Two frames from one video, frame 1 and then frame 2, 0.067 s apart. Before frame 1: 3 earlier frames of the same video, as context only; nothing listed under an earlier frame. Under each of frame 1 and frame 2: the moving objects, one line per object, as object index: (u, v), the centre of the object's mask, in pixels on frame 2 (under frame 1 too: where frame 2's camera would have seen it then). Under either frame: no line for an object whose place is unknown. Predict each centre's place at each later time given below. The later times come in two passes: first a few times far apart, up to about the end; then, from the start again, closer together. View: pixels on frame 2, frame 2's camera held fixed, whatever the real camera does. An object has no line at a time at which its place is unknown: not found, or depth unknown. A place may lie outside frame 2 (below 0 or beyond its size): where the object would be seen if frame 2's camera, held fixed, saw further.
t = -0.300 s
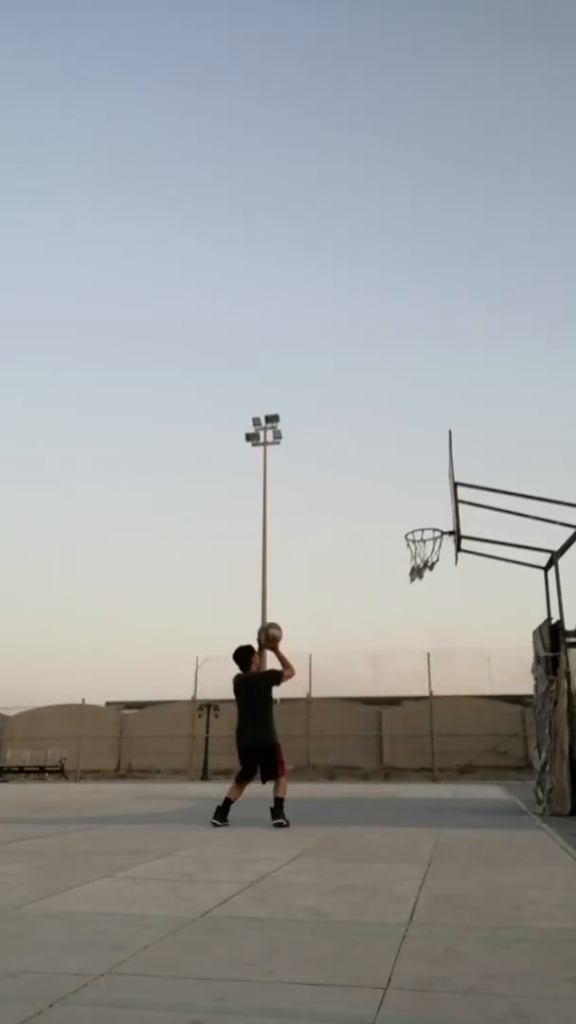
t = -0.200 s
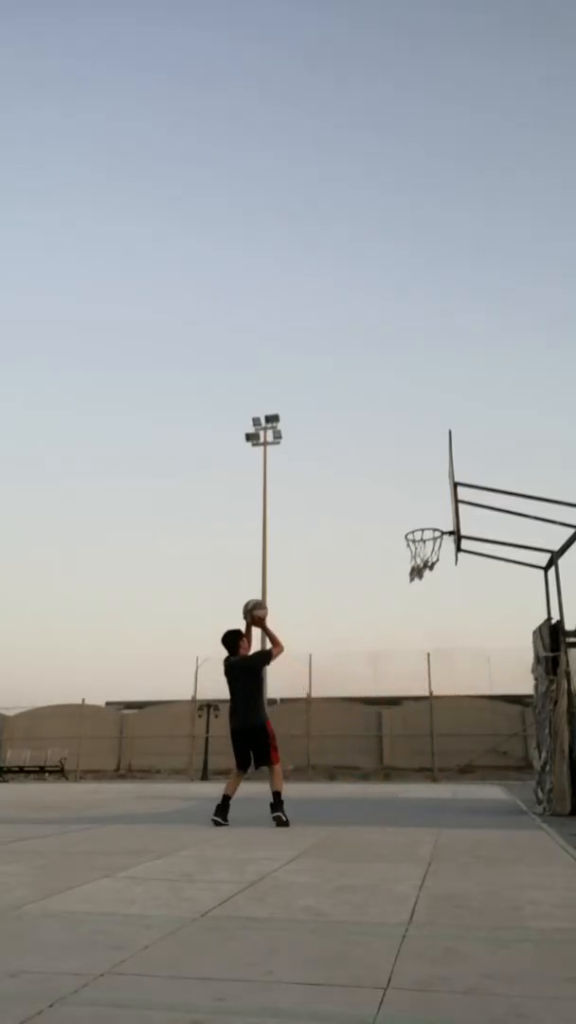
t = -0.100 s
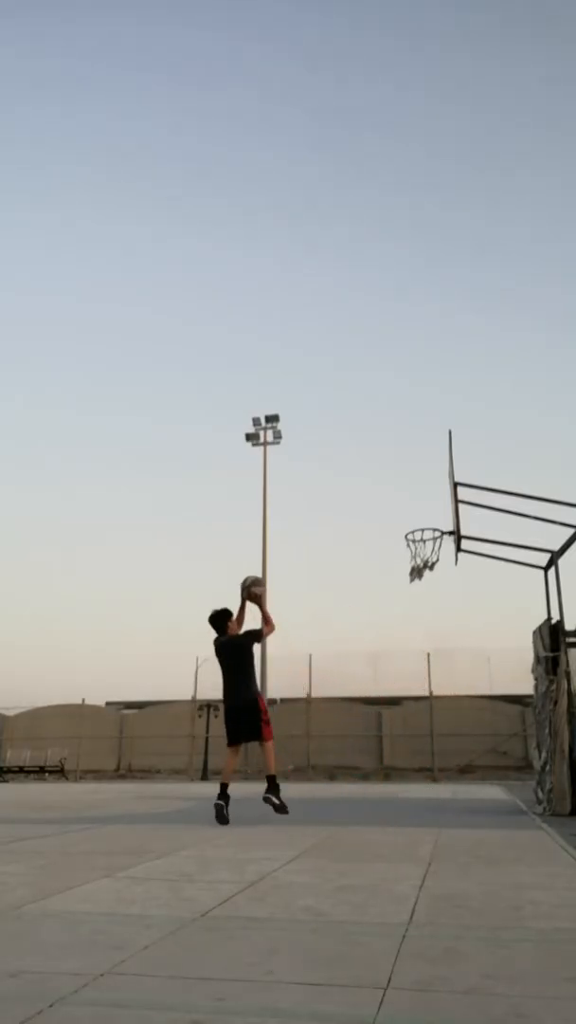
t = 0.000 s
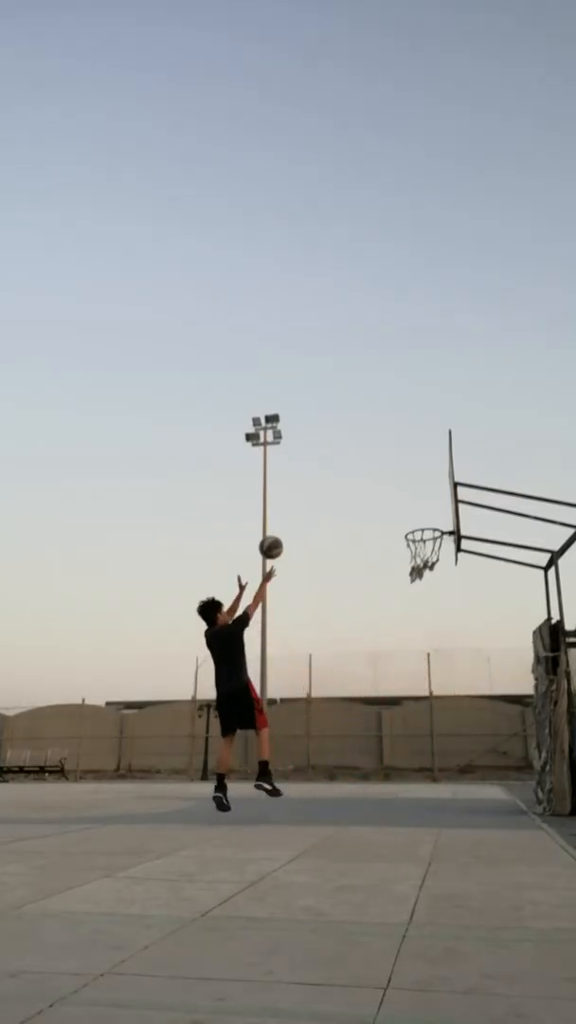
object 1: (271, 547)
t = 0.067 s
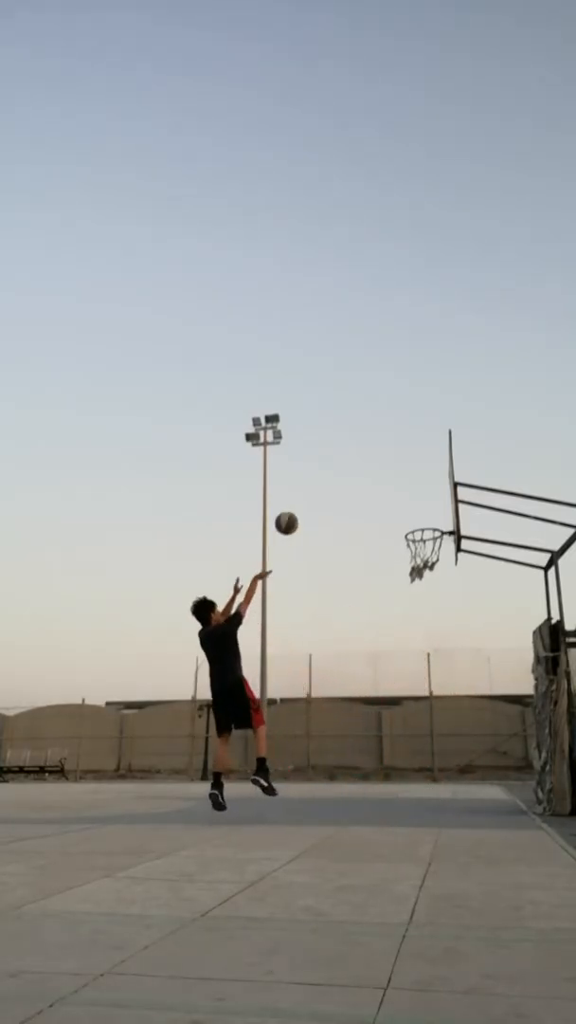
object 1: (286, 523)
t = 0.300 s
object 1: (335, 478)
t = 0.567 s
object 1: (384, 487)
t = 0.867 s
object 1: (434, 556)
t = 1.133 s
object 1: (440, 560)
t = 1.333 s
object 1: (444, 598)
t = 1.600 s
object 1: (452, 703)
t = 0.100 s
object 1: (294, 513)
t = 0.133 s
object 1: (301, 504)
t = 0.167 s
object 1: (308, 497)
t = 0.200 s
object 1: (315, 491)
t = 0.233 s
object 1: (322, 485)
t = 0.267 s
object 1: (329, 481)
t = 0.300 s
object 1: (335, 478)
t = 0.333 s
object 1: (342, 476)
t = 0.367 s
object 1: (348, 475)
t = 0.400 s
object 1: (354, 474)
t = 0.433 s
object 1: (361, 475)
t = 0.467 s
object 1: (366, 477)
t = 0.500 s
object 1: (372, 479)
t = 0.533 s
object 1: (378, 482)
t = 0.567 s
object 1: (384, 487)
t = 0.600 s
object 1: (390, 492)
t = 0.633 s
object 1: (395, 497)
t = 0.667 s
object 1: (401, 504)
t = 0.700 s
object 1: (407, 511)
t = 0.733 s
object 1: (413, 520)
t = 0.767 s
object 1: (419, 528)
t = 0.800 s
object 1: (424, 538)
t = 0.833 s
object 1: (430, 548)
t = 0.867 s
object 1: (434, 556)
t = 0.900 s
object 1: (437, 557)
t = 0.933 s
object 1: (437, 556)
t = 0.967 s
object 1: (438, 554)
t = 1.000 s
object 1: (437, 555)
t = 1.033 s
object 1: (437, 555)
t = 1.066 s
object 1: (438, 555)
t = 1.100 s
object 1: (439, 557)
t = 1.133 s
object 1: (440, 560)
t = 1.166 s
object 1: (440, 564)
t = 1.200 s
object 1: (439, 567)
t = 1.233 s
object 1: (442, 575)
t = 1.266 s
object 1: (442, 582)
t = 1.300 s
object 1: (443, 589)
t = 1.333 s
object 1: (444, 598)
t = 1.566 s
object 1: (451, 685)
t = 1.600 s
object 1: (452, 703)
